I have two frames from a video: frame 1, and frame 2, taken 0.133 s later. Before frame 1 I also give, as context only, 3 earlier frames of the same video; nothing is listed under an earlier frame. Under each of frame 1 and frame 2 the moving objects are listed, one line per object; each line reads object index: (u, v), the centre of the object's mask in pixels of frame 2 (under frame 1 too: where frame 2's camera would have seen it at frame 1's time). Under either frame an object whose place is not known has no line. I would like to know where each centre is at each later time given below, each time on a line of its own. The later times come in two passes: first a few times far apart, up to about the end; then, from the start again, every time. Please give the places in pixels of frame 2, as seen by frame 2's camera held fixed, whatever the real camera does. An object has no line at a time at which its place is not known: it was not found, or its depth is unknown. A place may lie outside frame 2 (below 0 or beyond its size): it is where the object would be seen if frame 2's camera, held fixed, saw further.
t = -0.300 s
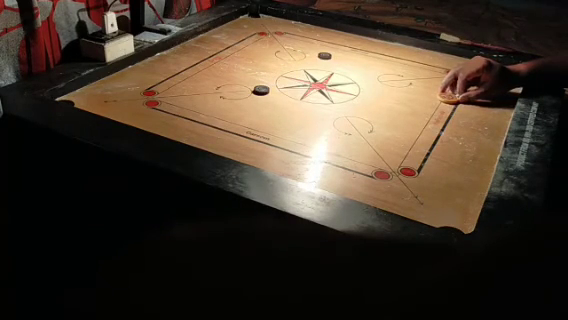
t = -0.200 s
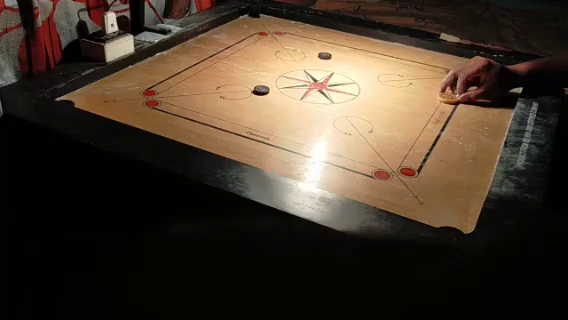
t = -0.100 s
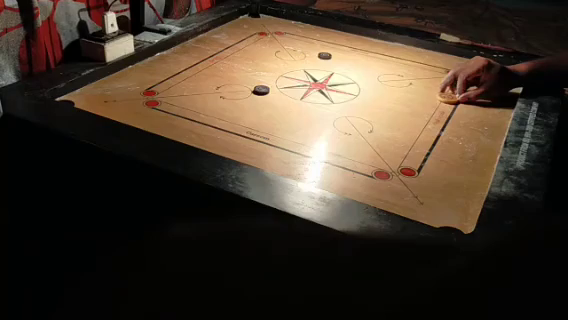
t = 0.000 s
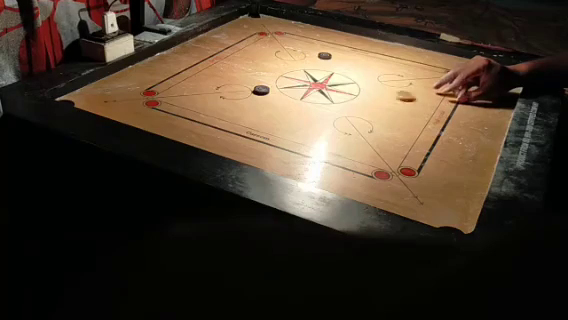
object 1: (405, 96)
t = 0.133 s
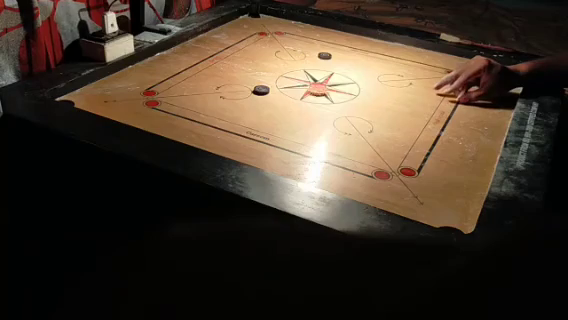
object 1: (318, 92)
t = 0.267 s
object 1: (257, 85)
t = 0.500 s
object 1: (211, 77)
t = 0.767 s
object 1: (200, 75)
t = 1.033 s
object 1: (200, 75)
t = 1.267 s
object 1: (200, 75)
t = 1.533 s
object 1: (200, 75)
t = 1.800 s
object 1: (200, 75)
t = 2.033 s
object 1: (200, 75)
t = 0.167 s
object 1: (297, 88)
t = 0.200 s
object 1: (279, 88)
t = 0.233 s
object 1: (267, 86)
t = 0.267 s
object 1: (257, 85)
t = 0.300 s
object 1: (249, 84)
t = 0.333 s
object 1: (240, 83)
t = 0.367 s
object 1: (232, 81)
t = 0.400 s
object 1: (226, 80)
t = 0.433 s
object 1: (220, 79)
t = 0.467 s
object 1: (215, 78)
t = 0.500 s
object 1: (211, 77)
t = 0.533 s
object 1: (207, 76)
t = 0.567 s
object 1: (205, 76)
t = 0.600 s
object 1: (202, 75)
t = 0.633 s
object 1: (201, 75)
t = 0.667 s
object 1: (200, 75)
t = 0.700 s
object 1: (200, 75)
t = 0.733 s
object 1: (200, 75)
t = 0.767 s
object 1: (200, 75)
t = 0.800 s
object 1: (200, 75)
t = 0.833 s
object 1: (200, 75)
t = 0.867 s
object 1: (200, 75)
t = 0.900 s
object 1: (200, 75)
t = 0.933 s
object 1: (200, 75)
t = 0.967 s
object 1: (200, 75)
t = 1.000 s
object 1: (200, 75)
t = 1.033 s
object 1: (200, 75)
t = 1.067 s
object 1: (200, 75)
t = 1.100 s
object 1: (200, 75)
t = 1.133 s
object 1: (200, 75)
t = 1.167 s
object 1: (200, 75)
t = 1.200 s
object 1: (200, 75)
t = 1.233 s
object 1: (200, 75)
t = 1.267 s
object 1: (200, 75)
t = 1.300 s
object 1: (200, 75)
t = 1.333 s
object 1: (200, 75)
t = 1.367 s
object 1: (200, 75)
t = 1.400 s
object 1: (200, 75)
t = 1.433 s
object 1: (200, 75)
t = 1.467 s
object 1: (200, 75)
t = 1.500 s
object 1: (200, 75)
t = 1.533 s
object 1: (200, 75)
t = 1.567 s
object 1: (200, 75)
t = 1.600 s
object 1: (200, 75)
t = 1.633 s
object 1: (200, 75)
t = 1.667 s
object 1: (200, 75)
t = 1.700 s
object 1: (200, 75)
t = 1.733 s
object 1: (200, 75)
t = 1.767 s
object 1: (200, 75)
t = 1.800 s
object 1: (200, 75)
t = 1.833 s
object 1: (200, 75)
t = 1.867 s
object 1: (200, 75)
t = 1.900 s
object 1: (200, 75)
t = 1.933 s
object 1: (200, 75)
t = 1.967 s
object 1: (200, 75)
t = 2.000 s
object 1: (200, 75)
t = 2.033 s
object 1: (200, 75)
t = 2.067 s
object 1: (200, 75)
